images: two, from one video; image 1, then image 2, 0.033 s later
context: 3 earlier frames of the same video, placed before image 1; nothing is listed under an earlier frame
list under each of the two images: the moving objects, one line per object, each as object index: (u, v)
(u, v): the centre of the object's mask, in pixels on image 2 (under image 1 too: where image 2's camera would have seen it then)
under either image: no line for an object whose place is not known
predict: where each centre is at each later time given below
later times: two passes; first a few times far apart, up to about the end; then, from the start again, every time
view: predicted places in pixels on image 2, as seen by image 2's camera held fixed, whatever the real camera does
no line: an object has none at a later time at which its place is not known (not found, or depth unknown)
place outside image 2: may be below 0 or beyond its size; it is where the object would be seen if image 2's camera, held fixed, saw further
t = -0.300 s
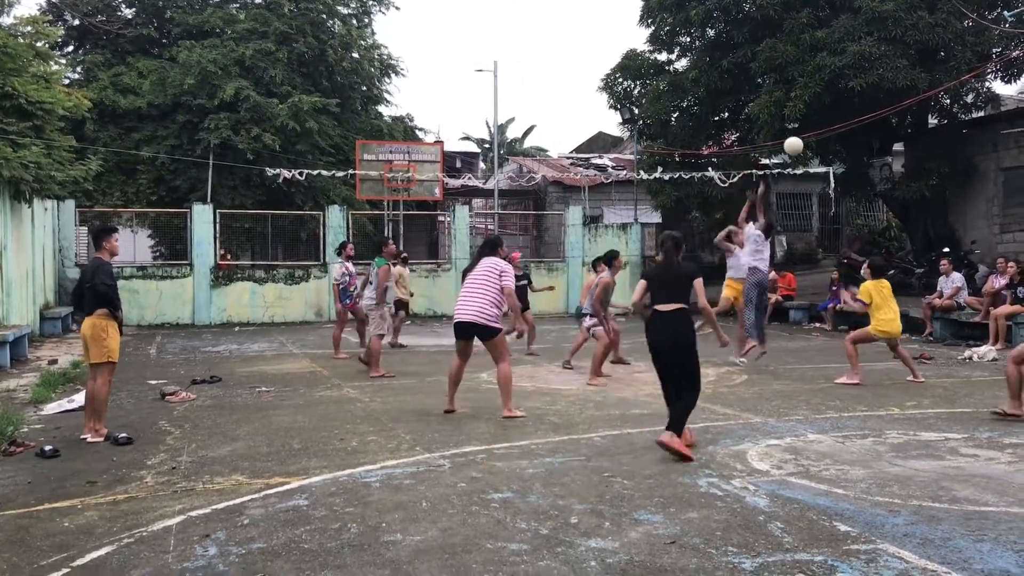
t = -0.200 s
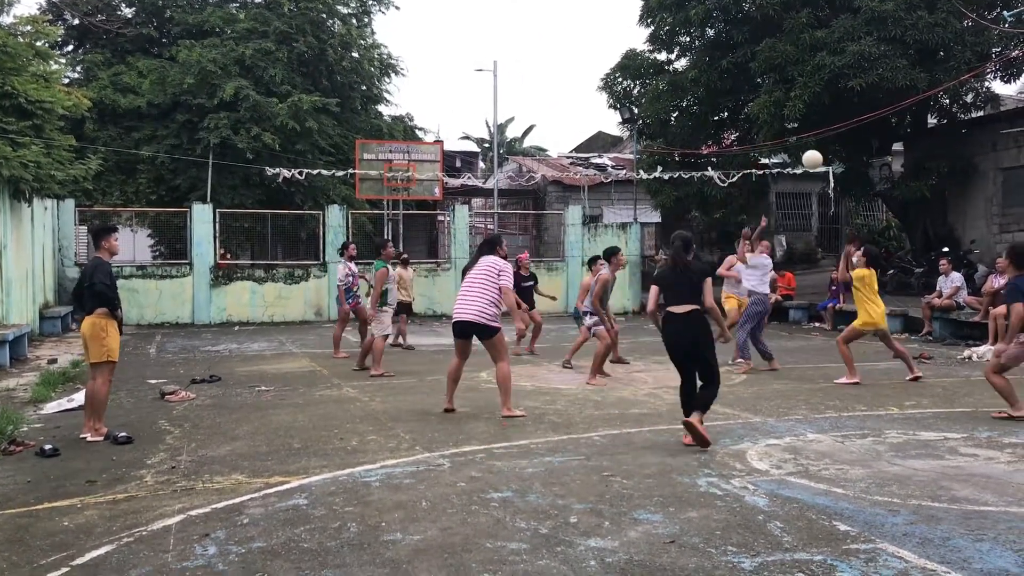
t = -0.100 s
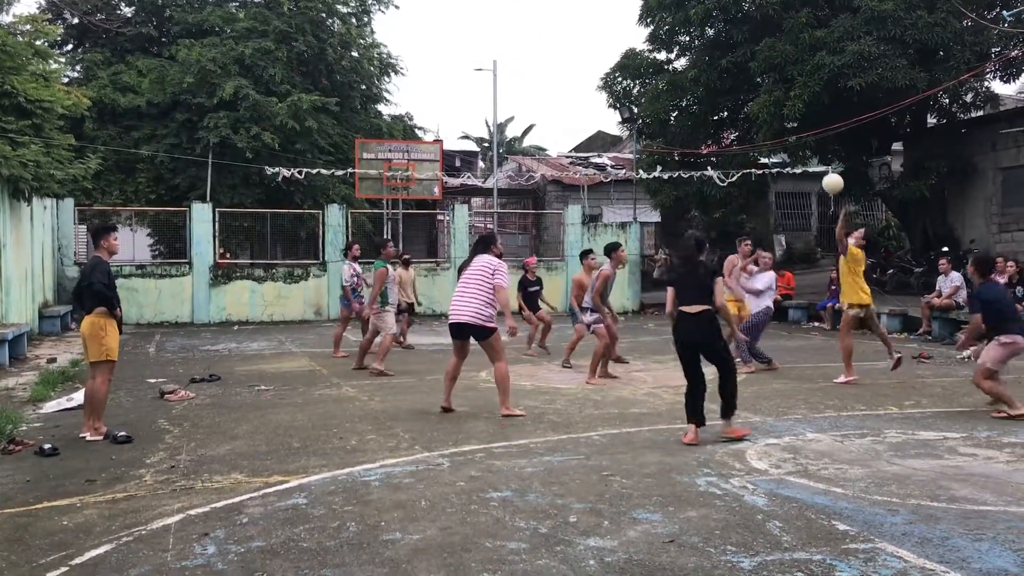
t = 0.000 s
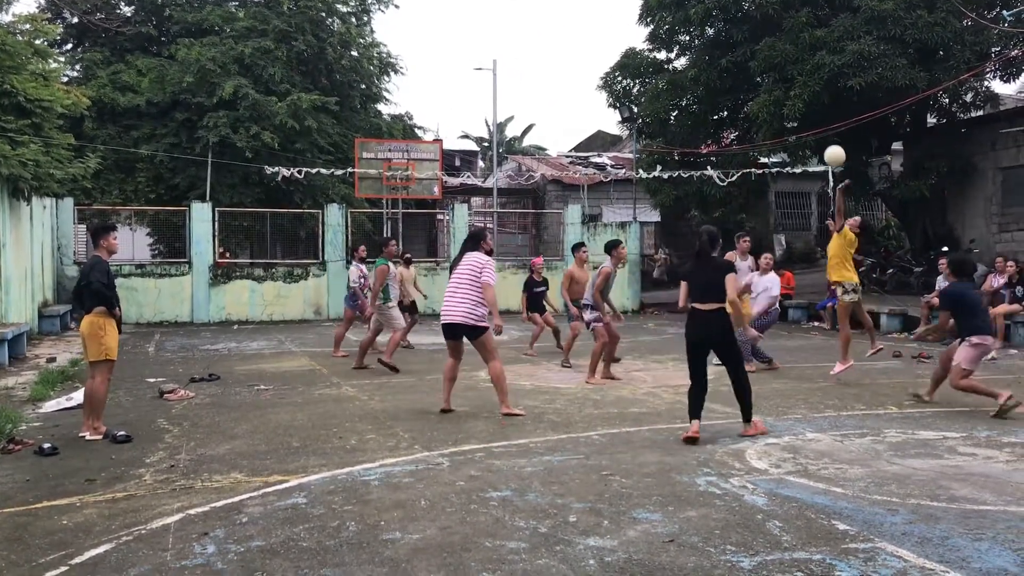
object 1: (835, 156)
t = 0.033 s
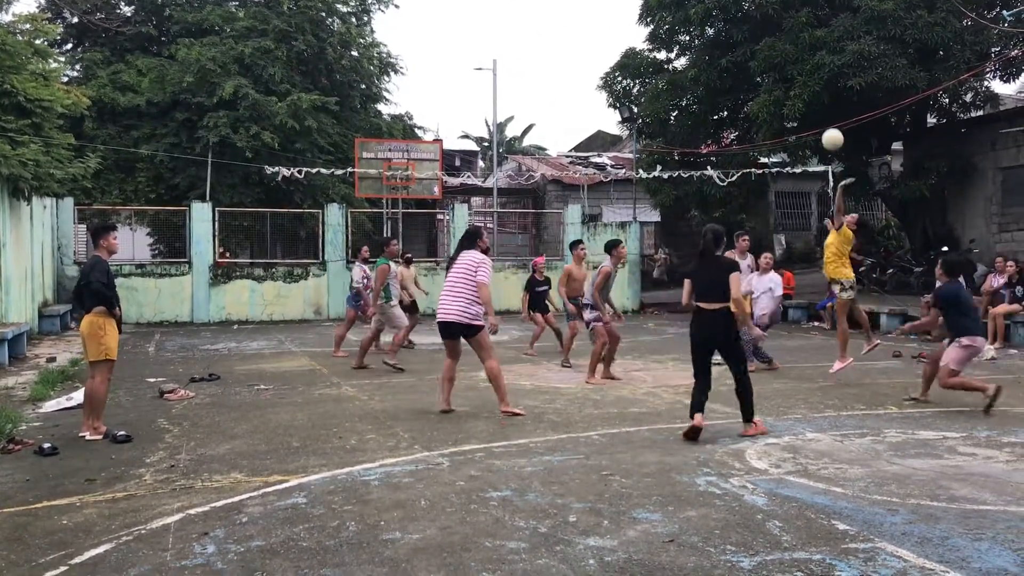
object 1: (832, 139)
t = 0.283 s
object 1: (817, 49)
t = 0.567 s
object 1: (799, 19)
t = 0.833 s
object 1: (781, 62)
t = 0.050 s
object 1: (831, 131)
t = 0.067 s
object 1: (830, 124)
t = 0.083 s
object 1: (829, 116)
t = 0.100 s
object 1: (828, 110)
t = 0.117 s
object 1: (827, 103)
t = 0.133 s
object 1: (826, 96)
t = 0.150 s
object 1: (825, 90)
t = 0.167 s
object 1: (824, 84)
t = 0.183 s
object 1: (823, 78)
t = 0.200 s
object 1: (822, 73)
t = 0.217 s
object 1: (821, 67)
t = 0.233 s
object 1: (820, 62)
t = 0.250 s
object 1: (819, 58)
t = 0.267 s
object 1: (818, 53)
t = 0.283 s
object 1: (817, 49)
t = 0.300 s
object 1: (816, 46)
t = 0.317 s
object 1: (815, 41)
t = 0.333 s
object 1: (814, 38)
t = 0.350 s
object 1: (813, 35)
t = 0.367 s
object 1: (812, 32)
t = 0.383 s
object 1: (811, 30)
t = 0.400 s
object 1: (810, 28)
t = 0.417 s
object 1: (808, 25)
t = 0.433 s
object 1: (807, 23)
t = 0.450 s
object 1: (806, 22)
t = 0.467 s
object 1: (805, 20)
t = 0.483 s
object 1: (804, 19)
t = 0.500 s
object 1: (803, 19)
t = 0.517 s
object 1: (802, 18)
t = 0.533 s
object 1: (801, 18)
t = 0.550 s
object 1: (800, 18)
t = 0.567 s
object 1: (799, 19)
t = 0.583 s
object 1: (798, 19)
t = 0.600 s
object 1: (797, 20)
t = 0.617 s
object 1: (796, 21)
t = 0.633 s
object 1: (794, 23)
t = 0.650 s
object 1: (793, 24)
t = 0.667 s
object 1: (792, 27)
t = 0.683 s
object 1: (791, 29)
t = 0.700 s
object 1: (790, 31)
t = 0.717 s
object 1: (789, 34)
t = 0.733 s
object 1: (788, 37)
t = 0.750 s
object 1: (787, 41)
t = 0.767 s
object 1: (785, 44)
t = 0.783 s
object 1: (784, 48)
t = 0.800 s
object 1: (783, 53)
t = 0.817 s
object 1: (782, 57)
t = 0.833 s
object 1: (781, 62)
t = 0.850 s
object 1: (779, 67)
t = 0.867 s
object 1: (778, 72)
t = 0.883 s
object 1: (777, 78)
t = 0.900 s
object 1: (776, 84)
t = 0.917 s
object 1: (775, 91)
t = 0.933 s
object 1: (773, 97)
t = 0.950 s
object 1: (772, 104)
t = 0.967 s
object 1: (771, 111)
